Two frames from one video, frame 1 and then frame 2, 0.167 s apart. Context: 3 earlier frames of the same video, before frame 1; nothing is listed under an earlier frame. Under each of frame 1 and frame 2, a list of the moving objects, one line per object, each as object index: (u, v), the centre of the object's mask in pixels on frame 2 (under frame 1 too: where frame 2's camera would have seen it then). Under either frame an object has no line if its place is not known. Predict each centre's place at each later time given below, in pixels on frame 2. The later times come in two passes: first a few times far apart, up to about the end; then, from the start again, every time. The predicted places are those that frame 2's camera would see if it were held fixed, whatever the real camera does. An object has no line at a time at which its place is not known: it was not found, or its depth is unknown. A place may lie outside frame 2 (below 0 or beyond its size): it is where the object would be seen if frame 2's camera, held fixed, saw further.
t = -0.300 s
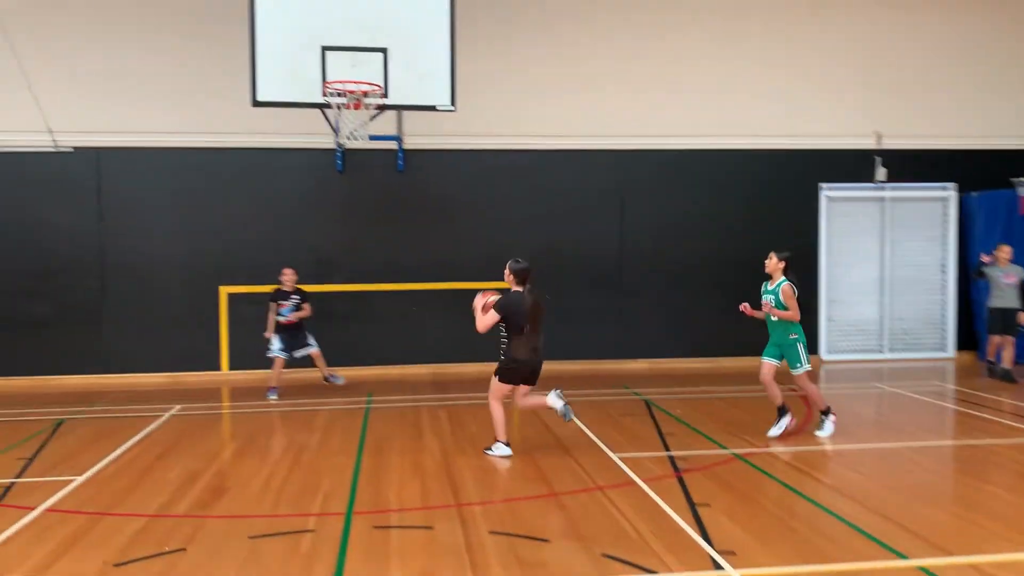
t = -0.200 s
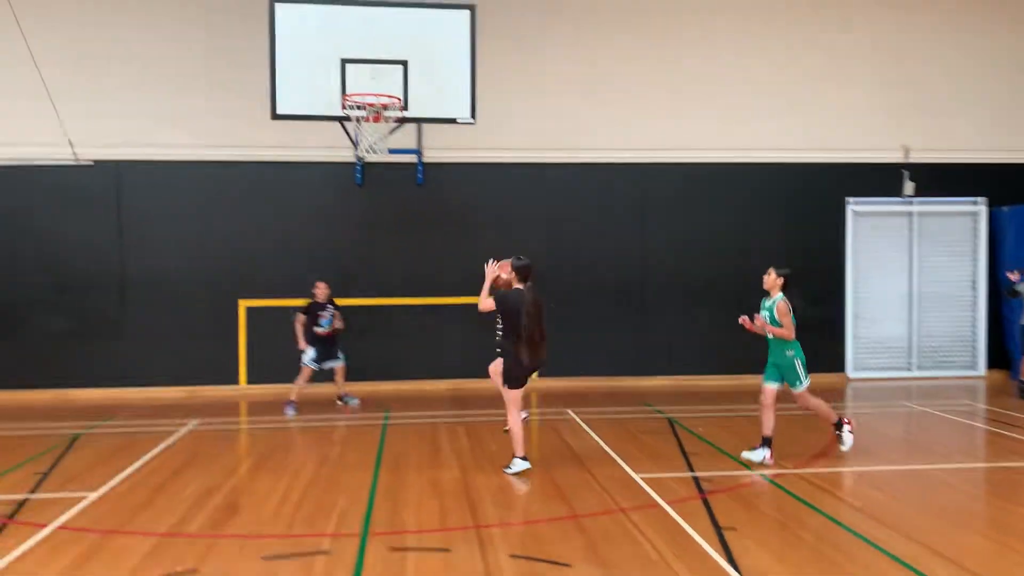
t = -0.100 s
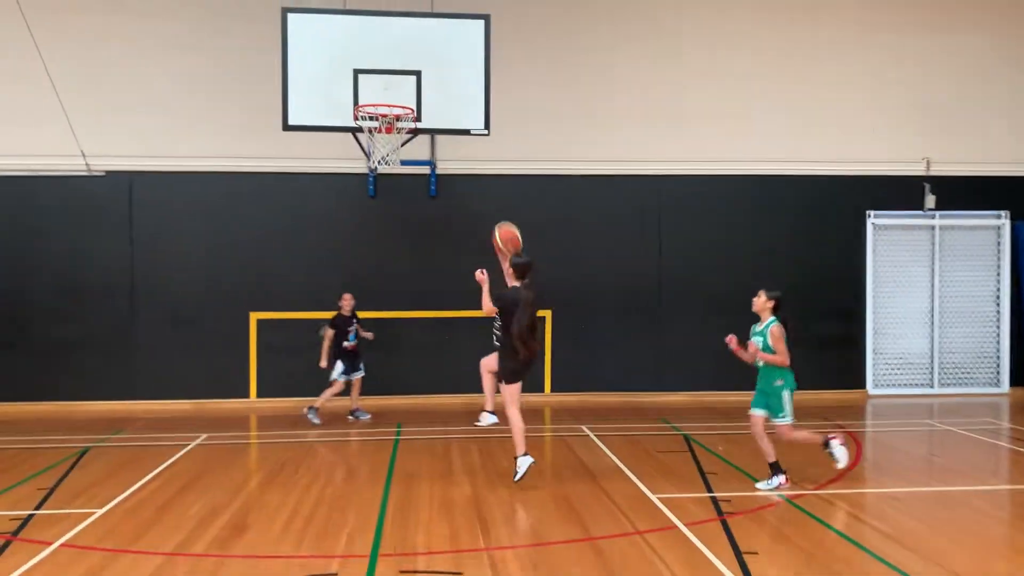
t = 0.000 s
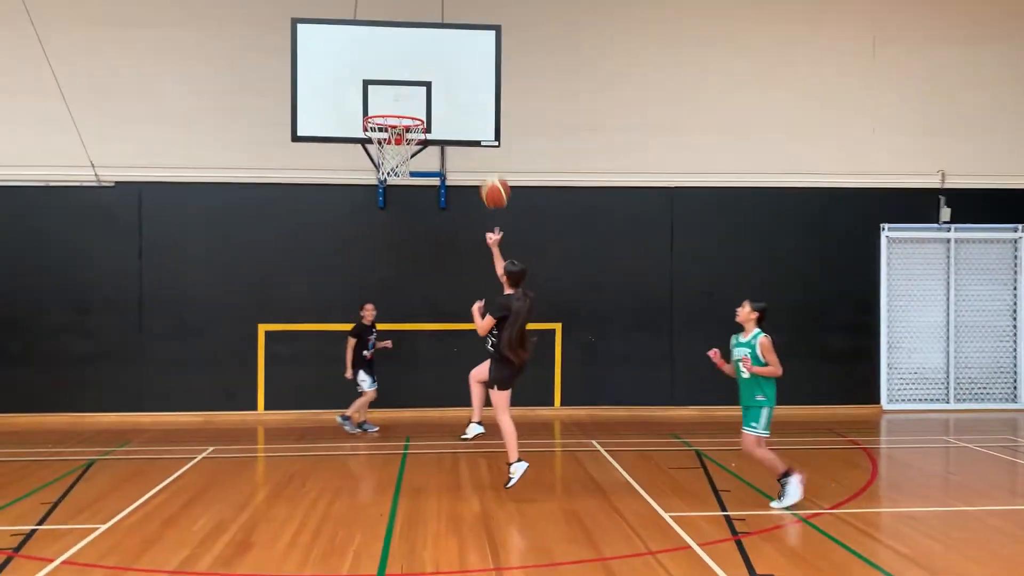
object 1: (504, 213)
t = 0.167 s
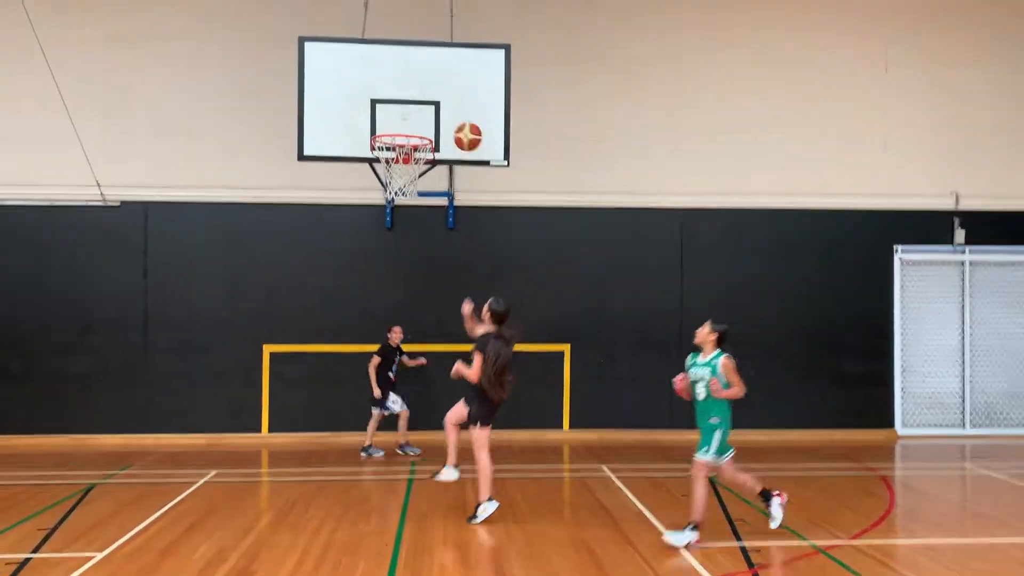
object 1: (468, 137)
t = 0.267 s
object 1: (447, 109)
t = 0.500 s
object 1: (414, 98)
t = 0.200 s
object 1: (461, 126)
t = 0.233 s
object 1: (454, 116)
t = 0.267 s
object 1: (447, 109)
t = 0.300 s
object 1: (440, 102)
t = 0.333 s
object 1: (436, 98)
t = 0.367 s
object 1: (432, 95)
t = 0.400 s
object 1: (428, 94)
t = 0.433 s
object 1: (423, 94)
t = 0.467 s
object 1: (418, 95)
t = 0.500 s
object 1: (414, 98)
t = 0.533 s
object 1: (409, 103)
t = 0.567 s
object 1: (405, 109)
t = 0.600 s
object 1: (400, 116)
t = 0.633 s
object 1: (397, 118)
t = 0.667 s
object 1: (397, 115)
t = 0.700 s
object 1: (397, 115)
